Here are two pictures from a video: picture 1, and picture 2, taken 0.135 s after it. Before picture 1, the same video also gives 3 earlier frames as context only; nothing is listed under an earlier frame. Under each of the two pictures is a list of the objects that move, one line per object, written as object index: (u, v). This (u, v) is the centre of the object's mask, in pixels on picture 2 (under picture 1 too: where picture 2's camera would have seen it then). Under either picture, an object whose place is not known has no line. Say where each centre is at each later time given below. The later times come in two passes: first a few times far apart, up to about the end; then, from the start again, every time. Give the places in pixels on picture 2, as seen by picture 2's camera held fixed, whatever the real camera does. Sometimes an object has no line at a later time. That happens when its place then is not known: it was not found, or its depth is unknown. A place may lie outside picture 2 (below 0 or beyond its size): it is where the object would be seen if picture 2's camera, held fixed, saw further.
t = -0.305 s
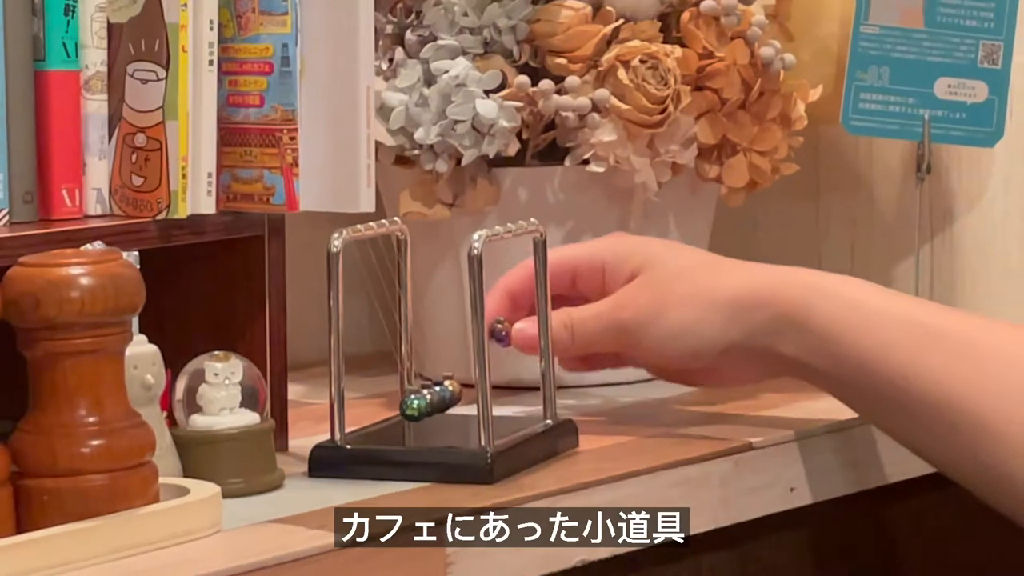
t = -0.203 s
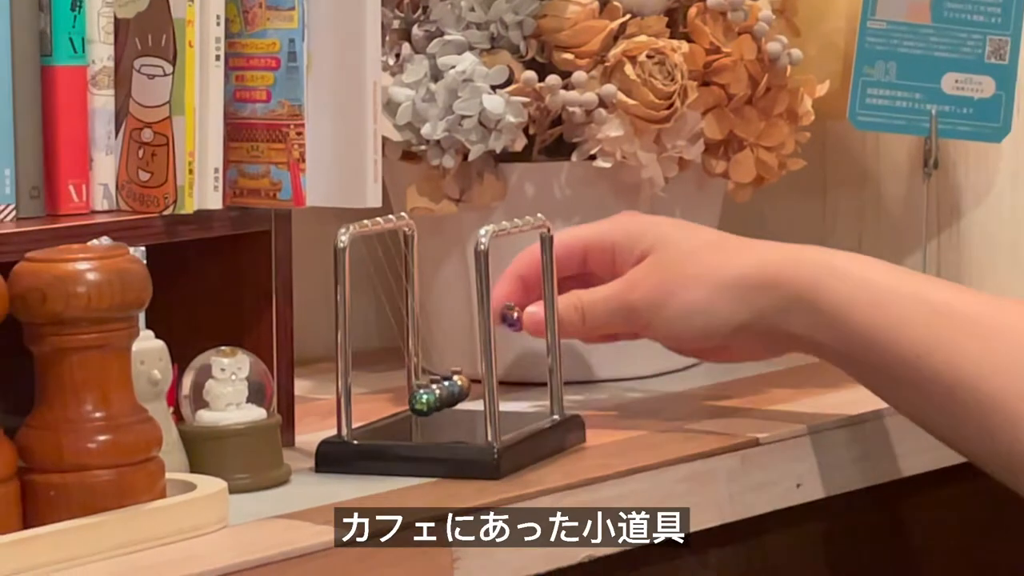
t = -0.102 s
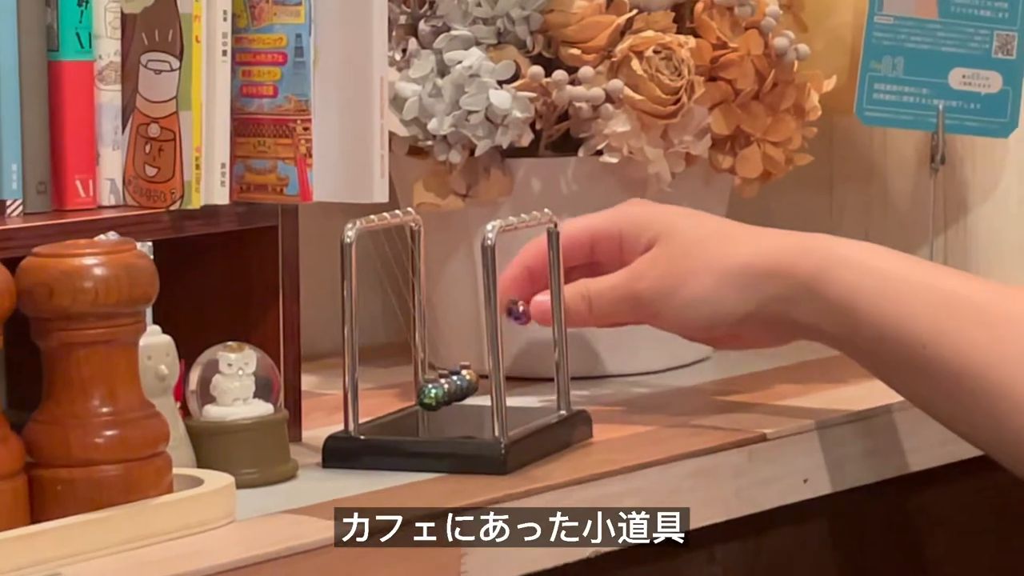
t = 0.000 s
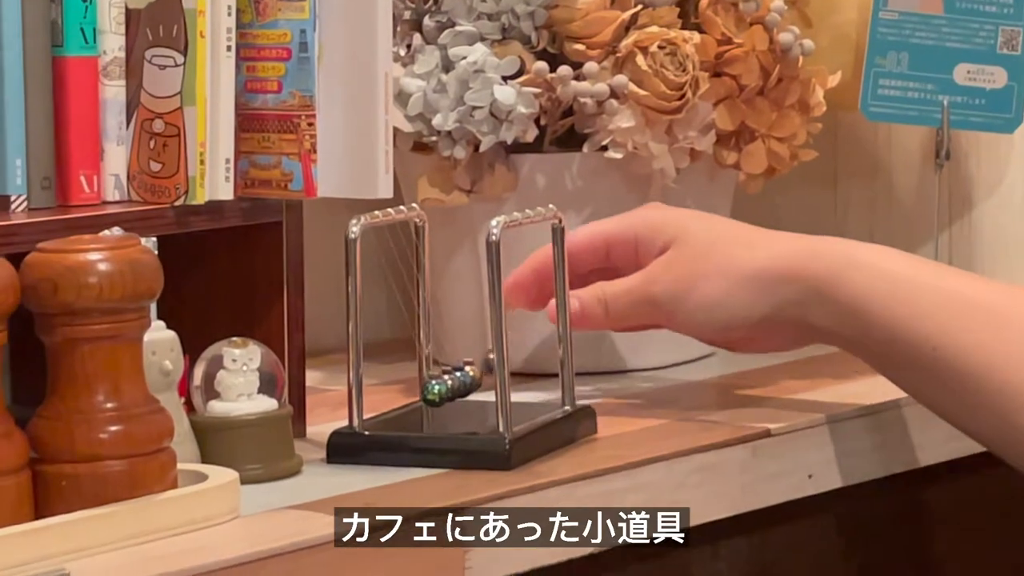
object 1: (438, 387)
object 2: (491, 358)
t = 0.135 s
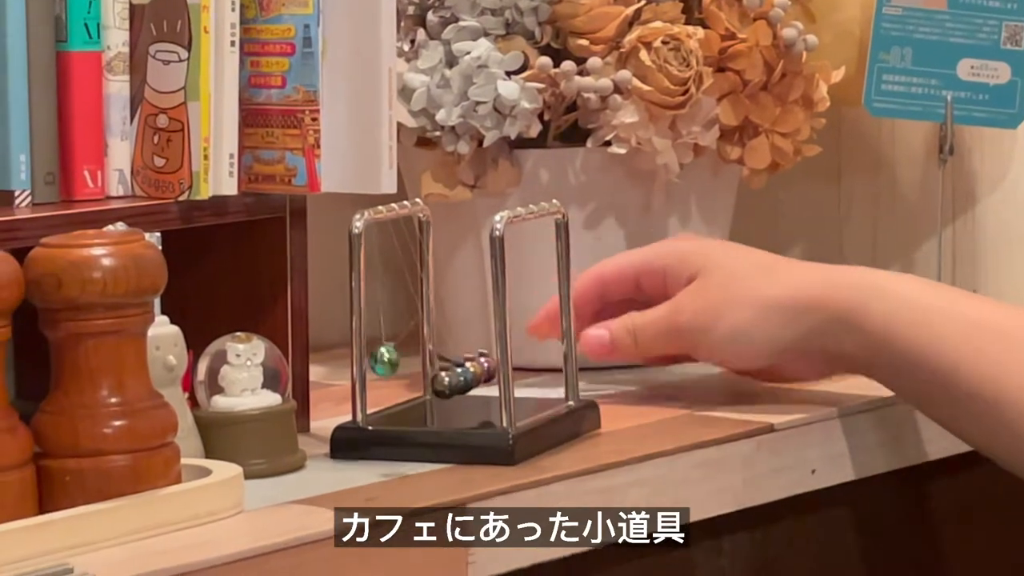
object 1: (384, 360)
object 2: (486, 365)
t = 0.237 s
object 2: (487, 365)
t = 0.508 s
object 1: (438, 387)
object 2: (517, 338)
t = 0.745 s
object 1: (406, 383)
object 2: (486, 366)
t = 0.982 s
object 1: (440, 385)
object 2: (520, 329)
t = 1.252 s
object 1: (399, 376)
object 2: (486, 366)
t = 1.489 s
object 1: (439, 385)
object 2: (522, 326)
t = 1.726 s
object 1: (393, 371)
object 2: (486, 365)
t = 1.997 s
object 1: (439, 388)
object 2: (520, 327)
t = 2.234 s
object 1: (398, 375)
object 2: (485, 365)
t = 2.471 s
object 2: (519, 343)
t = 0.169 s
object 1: (382, 357)
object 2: (487, 365)
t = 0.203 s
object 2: (487, 366)
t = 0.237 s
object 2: (487, 365)
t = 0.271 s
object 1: (420, 389)
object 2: (488, 364)
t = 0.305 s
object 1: (437, 388)
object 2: (489, 362)
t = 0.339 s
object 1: (437, 388)
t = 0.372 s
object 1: (437, 388)
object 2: (520, 327)
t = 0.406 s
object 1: (438, 388)
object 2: (523, 312)
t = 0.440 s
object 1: (438, 387)
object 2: (525, 310)
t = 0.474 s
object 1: (438, 387)
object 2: (522, 321)
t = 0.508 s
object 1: (438, 387)
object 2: (517, 338)
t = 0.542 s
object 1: (437, 388)
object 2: (491, 358)
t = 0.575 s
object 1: (411, 385)
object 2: (486, 367)
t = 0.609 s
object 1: (395, 373)
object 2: (486, 365)
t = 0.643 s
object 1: (388, 364)
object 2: (485, 366)
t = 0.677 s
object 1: (387, 363)
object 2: (485, 366)
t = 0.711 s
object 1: (393, 372)
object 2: (485, 366)
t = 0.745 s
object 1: (406, 383)
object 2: (486, 366)
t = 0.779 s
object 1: (426, 389)
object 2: (488, 366)
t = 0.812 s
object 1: (438, 385)
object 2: (491, 361)
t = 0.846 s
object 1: (439, 384)
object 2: (516, 347)
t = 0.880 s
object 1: (440, 384)
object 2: (520, 329)
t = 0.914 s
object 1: (441, 384)
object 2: (522, 318)
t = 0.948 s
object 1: (440, 384)
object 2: (523, 319)
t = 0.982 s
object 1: (440, 385)
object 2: (520, 329)
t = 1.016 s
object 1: (439, 385)
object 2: (516, 348)
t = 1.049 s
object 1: (437, 386)
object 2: (490, 362)
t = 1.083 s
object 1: (427, 389)
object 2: (486, 365)
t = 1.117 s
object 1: (409, 384)
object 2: (485, 365)
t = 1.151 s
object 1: (396, 373)
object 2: (485, 365)
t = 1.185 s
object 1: (391, 367)
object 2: (485, 365)
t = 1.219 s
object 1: (392, 368)
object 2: (485, 366)
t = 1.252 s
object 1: (399, 376)
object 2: (486, 366)
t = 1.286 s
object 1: (413, 386)
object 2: (488, 366)
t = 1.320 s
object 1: (433, 389)
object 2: (488, 365)
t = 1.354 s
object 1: (440, 385)
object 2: (492, 358)
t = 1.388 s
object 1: (440, 385)
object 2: (517, 346)
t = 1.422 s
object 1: (440, 385)
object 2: (520, 329)
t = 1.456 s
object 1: (440, 385)
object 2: (522, 322)
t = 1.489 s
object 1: (439, 385)
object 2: (522, 326)
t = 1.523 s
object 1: (438, 385)
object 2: (519, 337)
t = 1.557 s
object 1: (437, 386)
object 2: (493, 355)
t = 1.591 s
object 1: (436, 386)
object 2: (488, 364)
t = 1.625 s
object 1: (422, 389)
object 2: (485, 365)
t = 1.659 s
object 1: (406, 382)
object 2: (486, 365)
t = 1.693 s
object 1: (396, 374)
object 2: (485, 366)
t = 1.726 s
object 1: (393, 371)
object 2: (486, 365)
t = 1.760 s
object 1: (396, 374)
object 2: (486, 365)
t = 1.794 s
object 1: (405, 382)
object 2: (487, 364)
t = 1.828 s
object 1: (419, 388)
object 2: (488, 364)
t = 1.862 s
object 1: (438, 387)
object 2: (489, 363)
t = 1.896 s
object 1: (439, 387)
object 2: (493, 356)
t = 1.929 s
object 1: (439, 387)
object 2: (518, 344)
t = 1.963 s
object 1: (439, 387)
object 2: (519, 331)
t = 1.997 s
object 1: (439, 388)
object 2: (520, 327)
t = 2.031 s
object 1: (438, 388)
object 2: (520, 334)
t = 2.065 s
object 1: (437, 388)
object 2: (516, 348)
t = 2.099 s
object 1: (436, 388)
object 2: (492, 359)
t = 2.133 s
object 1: (433, 389)
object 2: (486, 365)
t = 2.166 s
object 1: (418, 387)
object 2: (485, 365)
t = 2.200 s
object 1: (405, 382)
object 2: (485, 365)
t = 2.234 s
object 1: (398, 375)
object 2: (485, 365)
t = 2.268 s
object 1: (397, 374)
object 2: (485, 365)
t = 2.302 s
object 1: (402, 380)
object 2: (486, 365)
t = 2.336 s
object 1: (413, 385)
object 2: (487, 365)
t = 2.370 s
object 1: (428, 390)
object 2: (489, 365)
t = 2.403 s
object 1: (440, 386)
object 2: (491, 363)
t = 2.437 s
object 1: (441, 385)
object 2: (495, 353)
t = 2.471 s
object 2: (519, 343)
